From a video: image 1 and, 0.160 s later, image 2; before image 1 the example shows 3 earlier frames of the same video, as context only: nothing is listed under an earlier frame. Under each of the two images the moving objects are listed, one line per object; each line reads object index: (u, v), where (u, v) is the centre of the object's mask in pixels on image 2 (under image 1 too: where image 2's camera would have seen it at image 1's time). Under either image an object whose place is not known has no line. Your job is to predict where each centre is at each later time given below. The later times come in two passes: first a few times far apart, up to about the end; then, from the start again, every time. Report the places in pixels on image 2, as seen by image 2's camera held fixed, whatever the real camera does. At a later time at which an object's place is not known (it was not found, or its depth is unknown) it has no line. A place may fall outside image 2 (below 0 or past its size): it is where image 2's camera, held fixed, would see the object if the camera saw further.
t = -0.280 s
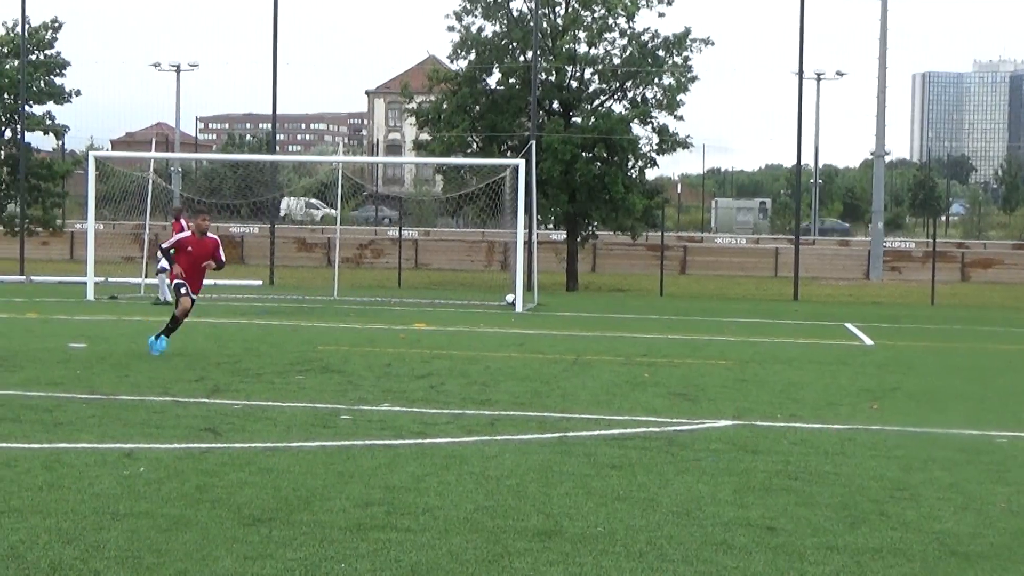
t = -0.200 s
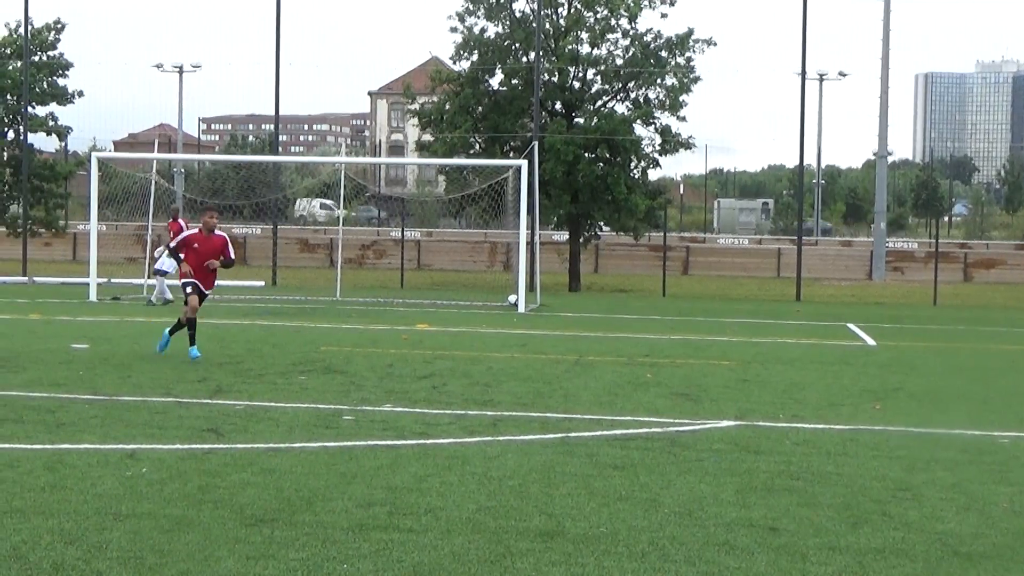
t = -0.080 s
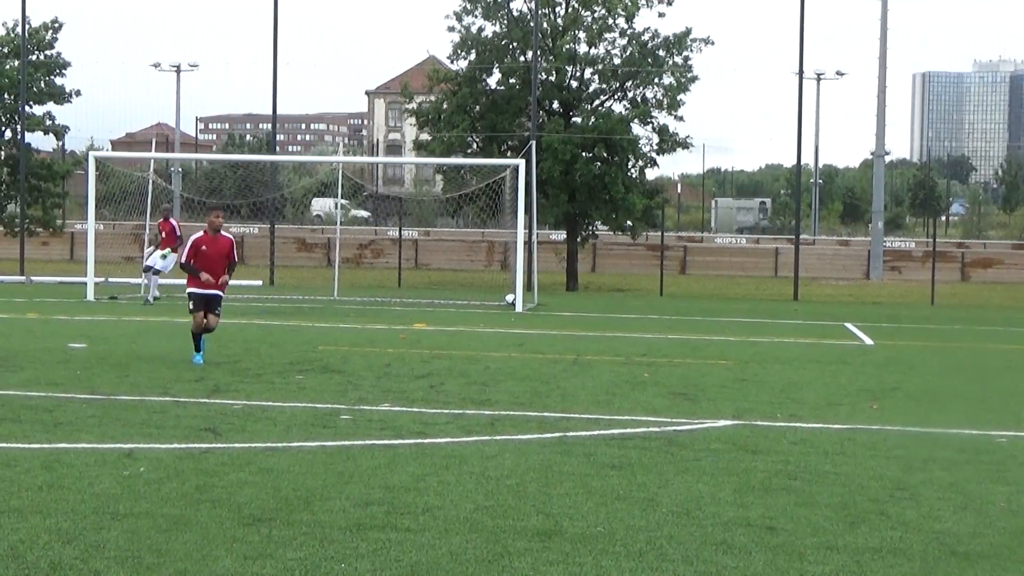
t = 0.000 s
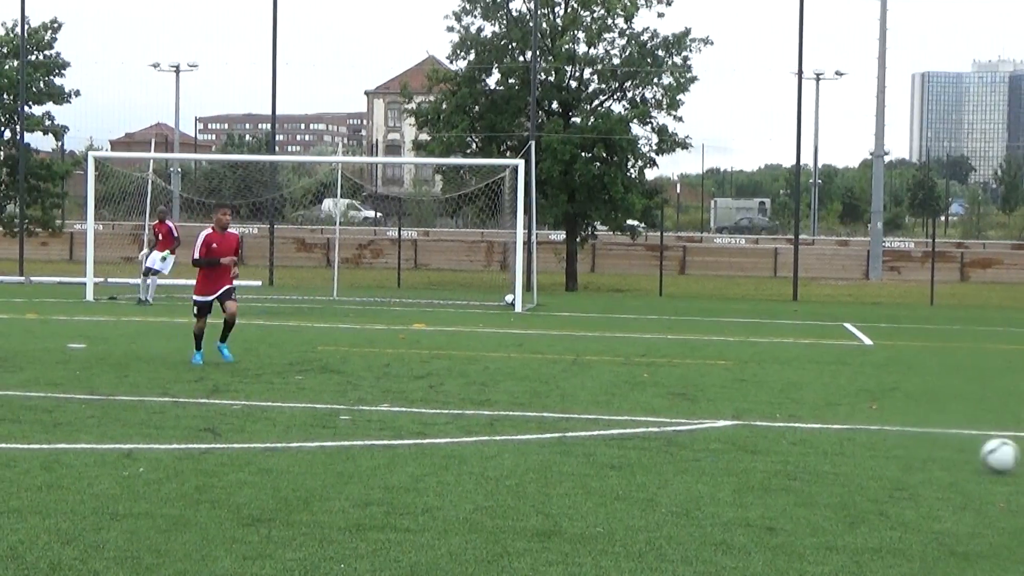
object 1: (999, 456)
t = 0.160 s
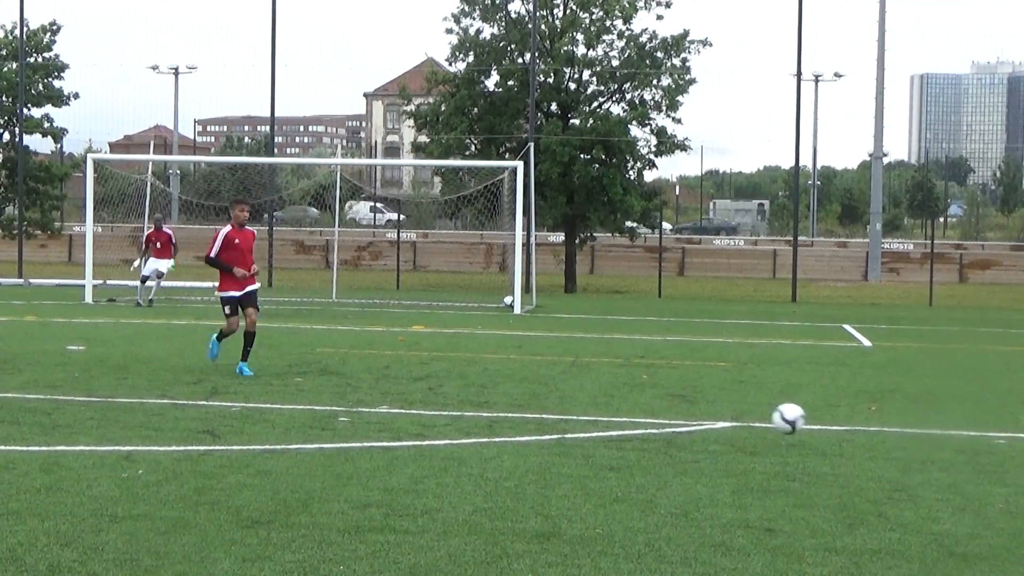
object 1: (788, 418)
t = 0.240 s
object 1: (699, 414)
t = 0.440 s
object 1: (534, 389)
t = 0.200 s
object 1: (742, 415)
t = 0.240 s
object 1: (699, 414)
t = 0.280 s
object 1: (657, 416)
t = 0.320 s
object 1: (622, 408)
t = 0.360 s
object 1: (593, 399)
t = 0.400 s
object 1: (562, 393)
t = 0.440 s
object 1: (534, 389)
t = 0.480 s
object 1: (506, 387)
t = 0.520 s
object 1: (479, 388)
